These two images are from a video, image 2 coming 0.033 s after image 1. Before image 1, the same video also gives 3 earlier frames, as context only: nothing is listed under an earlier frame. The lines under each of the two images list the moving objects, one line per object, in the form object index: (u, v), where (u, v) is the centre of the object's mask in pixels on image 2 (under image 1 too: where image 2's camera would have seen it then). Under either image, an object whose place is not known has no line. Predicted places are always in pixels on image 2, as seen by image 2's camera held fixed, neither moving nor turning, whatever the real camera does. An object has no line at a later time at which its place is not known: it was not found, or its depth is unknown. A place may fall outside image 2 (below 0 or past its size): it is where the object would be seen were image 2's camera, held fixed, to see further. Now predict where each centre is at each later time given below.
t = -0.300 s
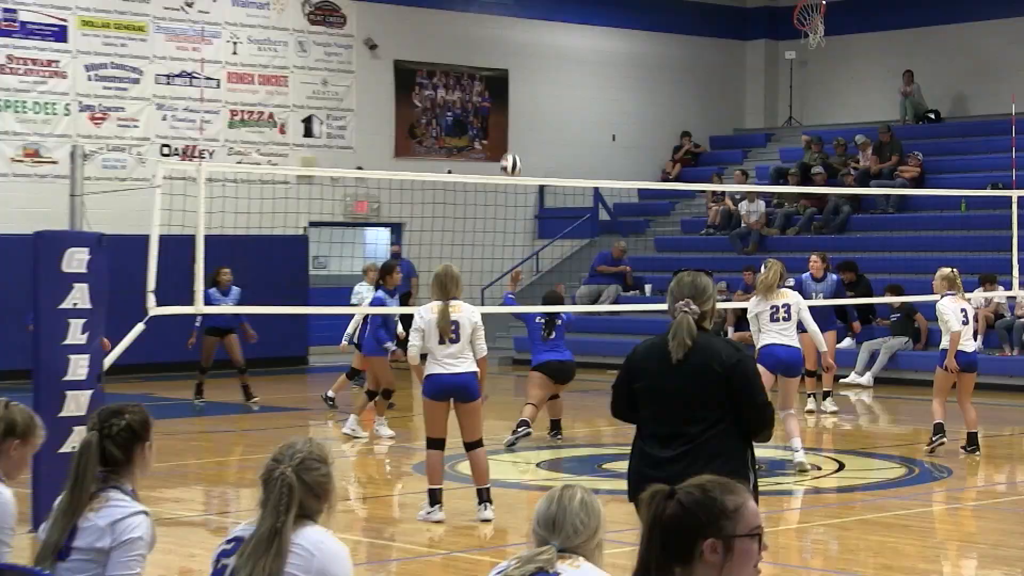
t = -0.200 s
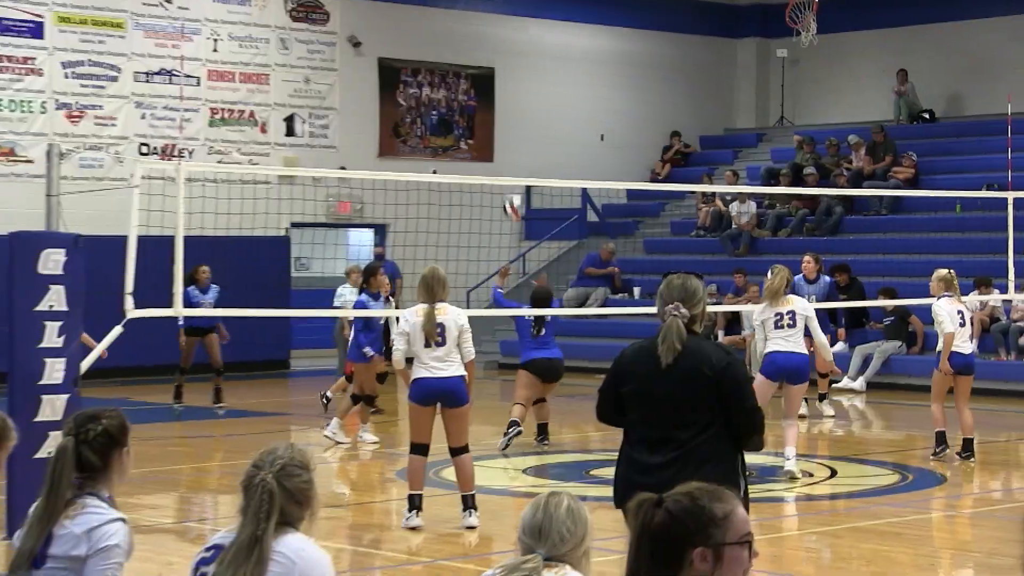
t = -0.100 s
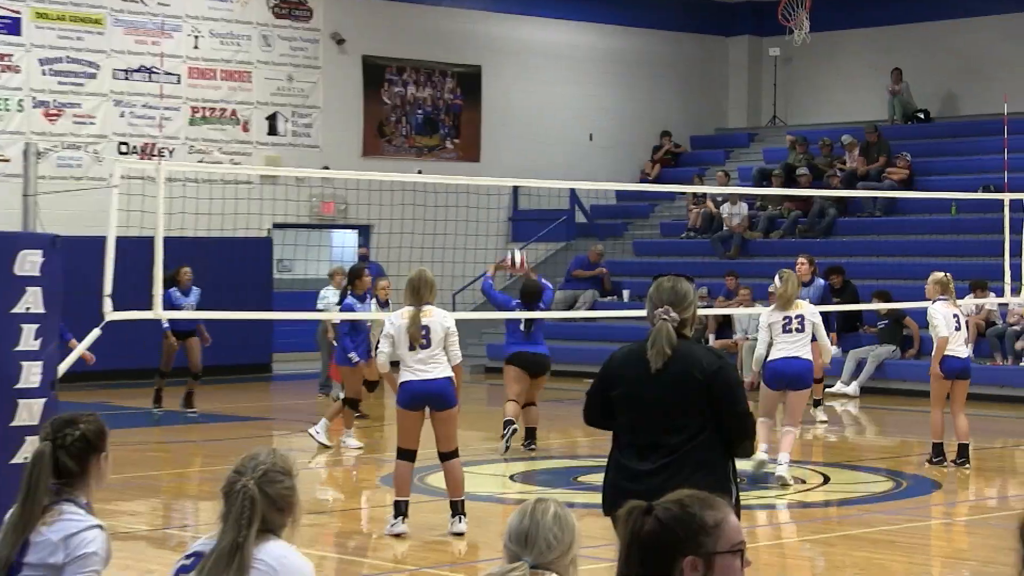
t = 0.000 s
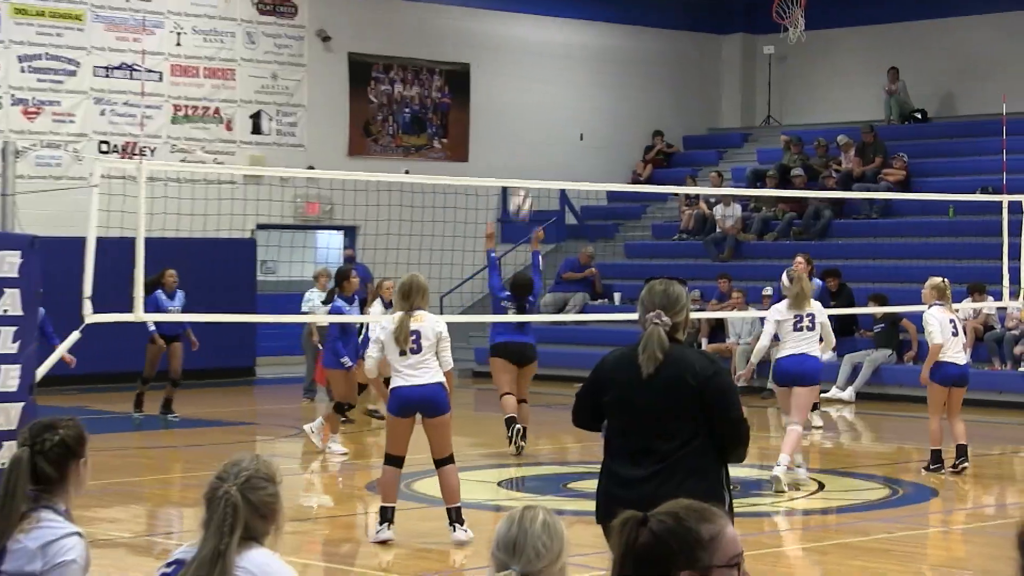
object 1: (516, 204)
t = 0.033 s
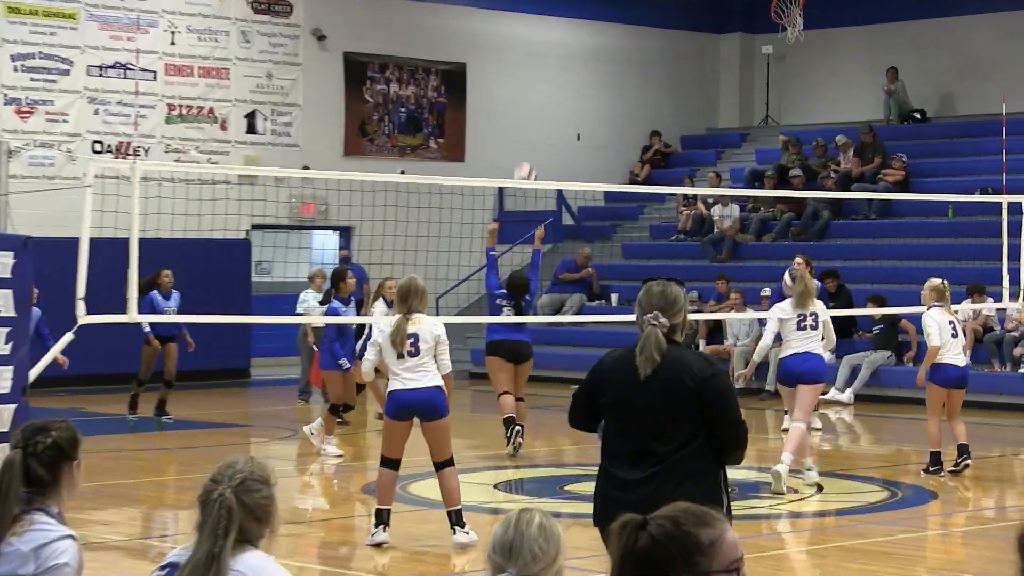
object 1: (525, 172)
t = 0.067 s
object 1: (531, 148)
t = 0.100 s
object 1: (537, 123)
